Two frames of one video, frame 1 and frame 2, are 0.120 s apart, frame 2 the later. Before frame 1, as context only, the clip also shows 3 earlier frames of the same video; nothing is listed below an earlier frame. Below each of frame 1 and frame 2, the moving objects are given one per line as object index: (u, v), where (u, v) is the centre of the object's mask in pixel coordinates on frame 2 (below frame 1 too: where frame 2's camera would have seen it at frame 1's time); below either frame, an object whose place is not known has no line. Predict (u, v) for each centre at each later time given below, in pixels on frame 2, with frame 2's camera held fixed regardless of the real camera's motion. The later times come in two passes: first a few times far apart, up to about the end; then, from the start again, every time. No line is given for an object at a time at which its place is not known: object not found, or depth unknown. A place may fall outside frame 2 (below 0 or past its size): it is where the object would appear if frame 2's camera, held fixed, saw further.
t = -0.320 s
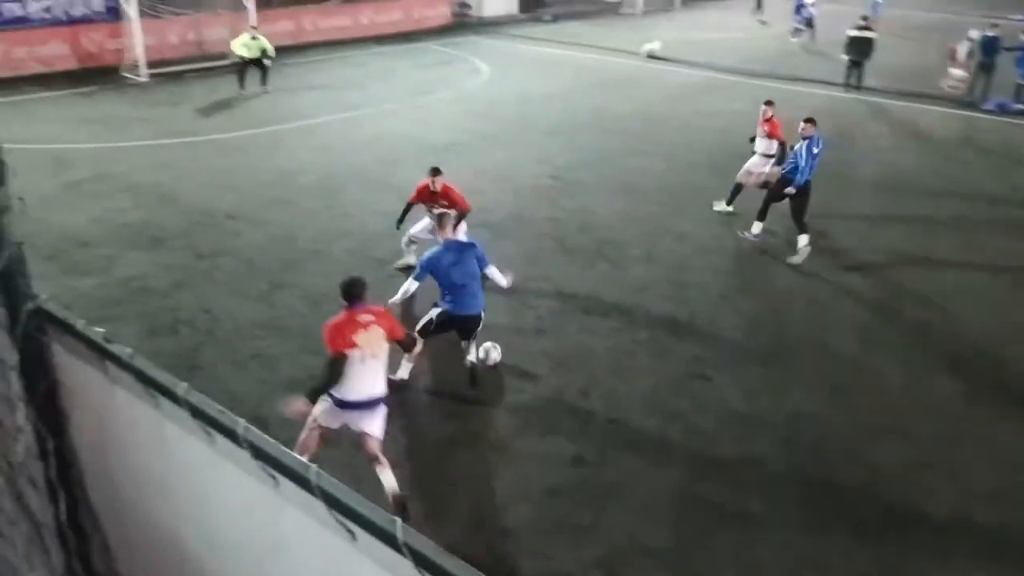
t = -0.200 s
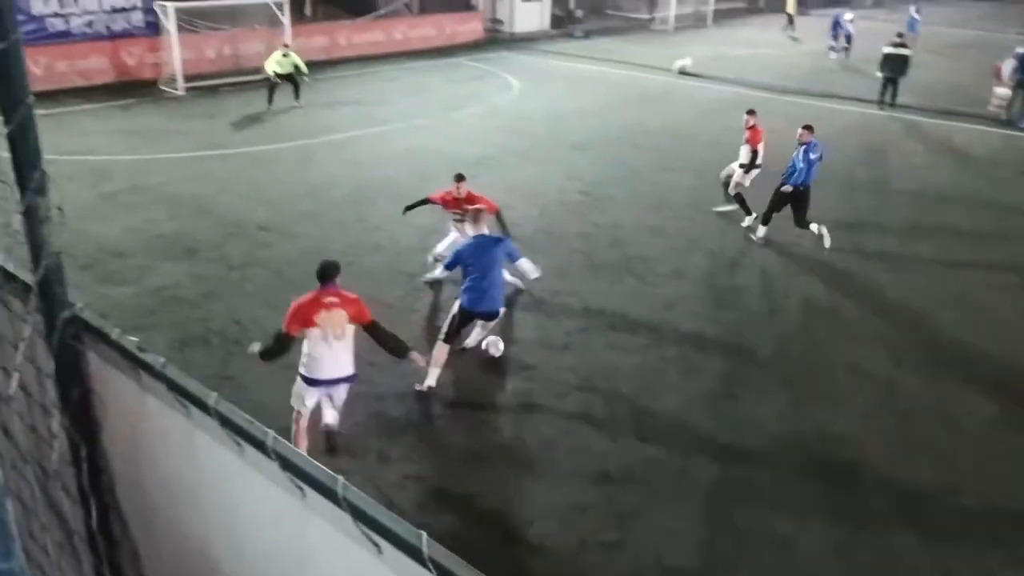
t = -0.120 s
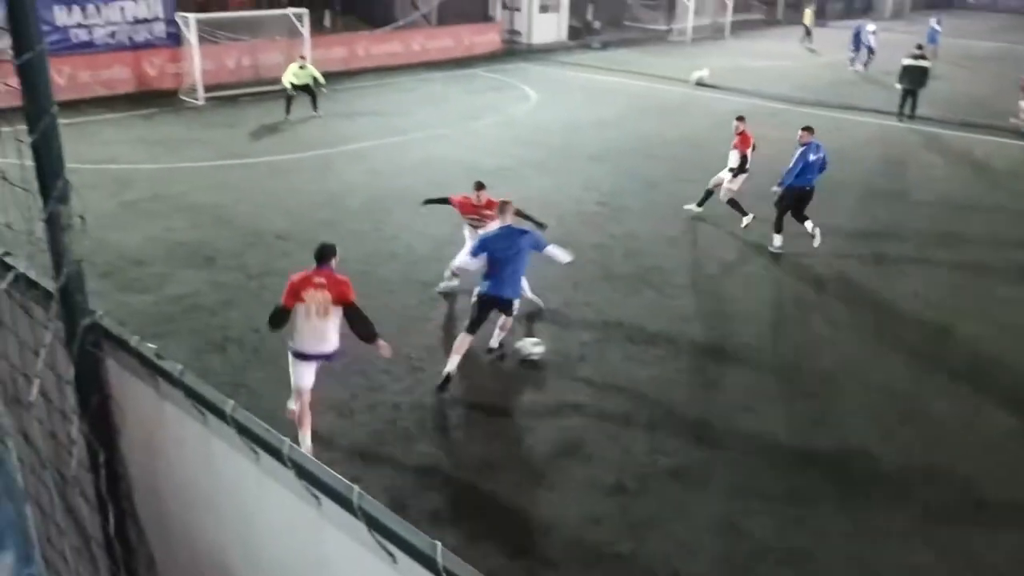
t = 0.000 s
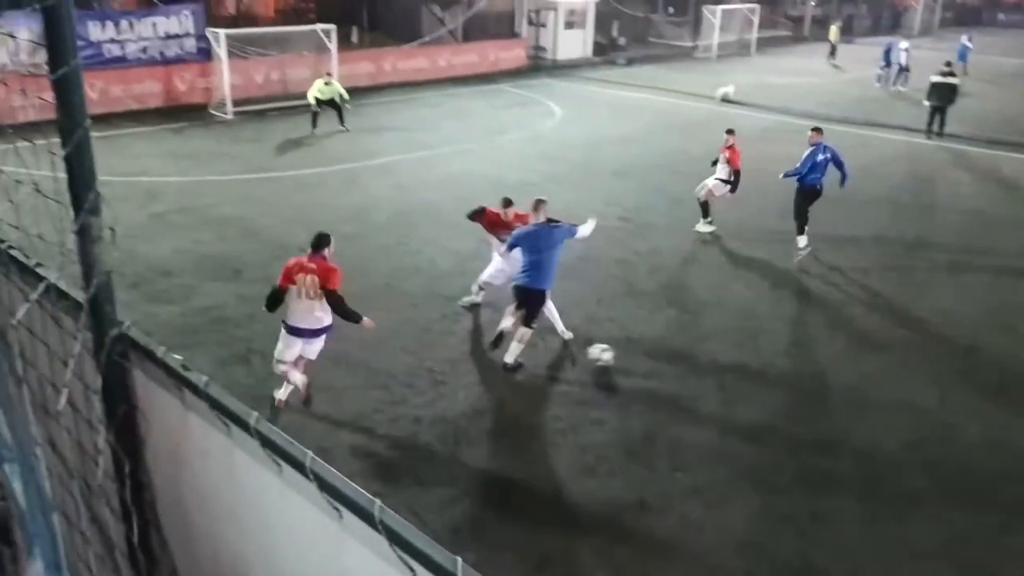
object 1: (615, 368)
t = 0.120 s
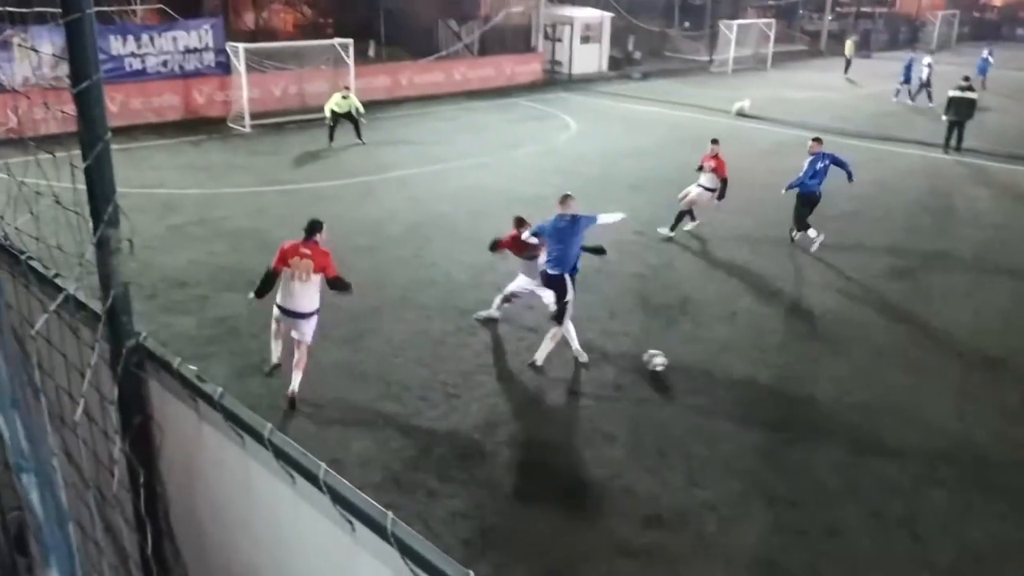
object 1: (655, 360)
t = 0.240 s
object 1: (686, 352)
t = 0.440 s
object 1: (729, 339)
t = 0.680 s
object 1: (776, 325)
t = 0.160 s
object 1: (667, 358)
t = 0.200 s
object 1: (678, 355)
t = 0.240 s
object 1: (686, 352)
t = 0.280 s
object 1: (695, 350)
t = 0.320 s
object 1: (704, 346)
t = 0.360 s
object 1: (713, 343)
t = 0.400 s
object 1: (721, 341)
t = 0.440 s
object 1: (729, 339)
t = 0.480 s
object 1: (737, 336)
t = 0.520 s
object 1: (745, 334)
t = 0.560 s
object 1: (752, 332)
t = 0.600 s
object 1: (760, 330)
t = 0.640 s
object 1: (768, 327)
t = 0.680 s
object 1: (776, 325)
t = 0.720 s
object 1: (782, 323)
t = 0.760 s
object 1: (790, 321)
